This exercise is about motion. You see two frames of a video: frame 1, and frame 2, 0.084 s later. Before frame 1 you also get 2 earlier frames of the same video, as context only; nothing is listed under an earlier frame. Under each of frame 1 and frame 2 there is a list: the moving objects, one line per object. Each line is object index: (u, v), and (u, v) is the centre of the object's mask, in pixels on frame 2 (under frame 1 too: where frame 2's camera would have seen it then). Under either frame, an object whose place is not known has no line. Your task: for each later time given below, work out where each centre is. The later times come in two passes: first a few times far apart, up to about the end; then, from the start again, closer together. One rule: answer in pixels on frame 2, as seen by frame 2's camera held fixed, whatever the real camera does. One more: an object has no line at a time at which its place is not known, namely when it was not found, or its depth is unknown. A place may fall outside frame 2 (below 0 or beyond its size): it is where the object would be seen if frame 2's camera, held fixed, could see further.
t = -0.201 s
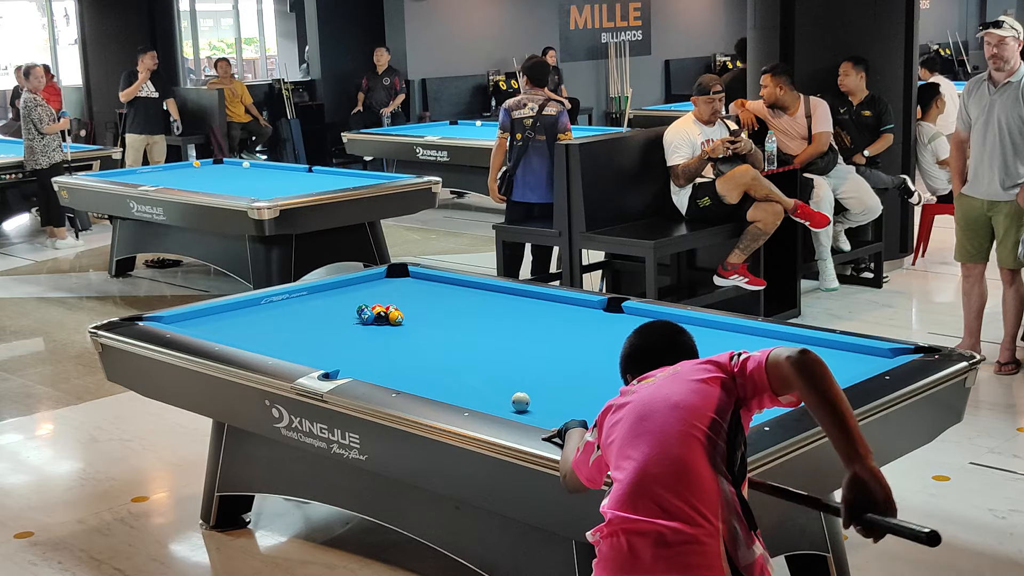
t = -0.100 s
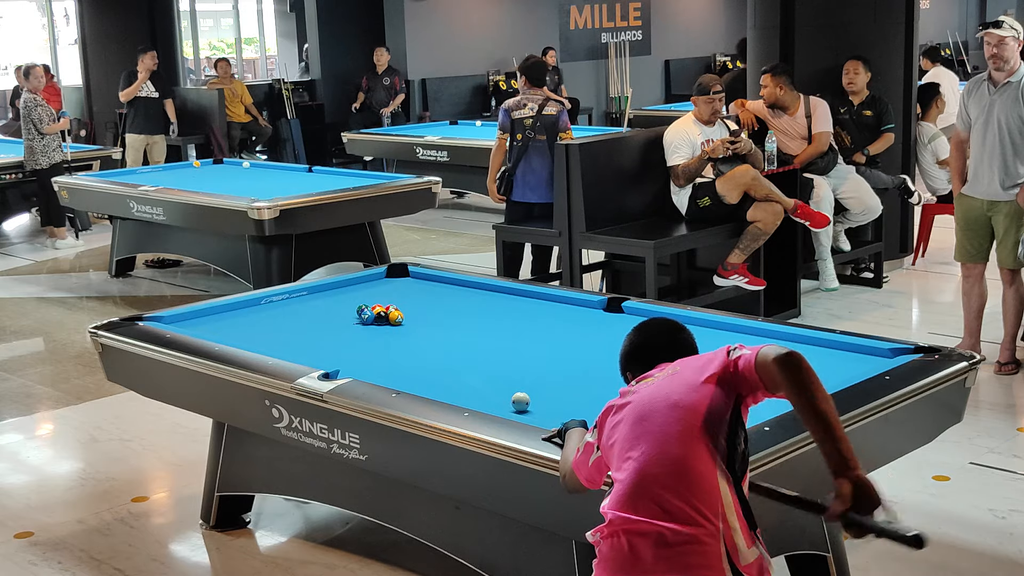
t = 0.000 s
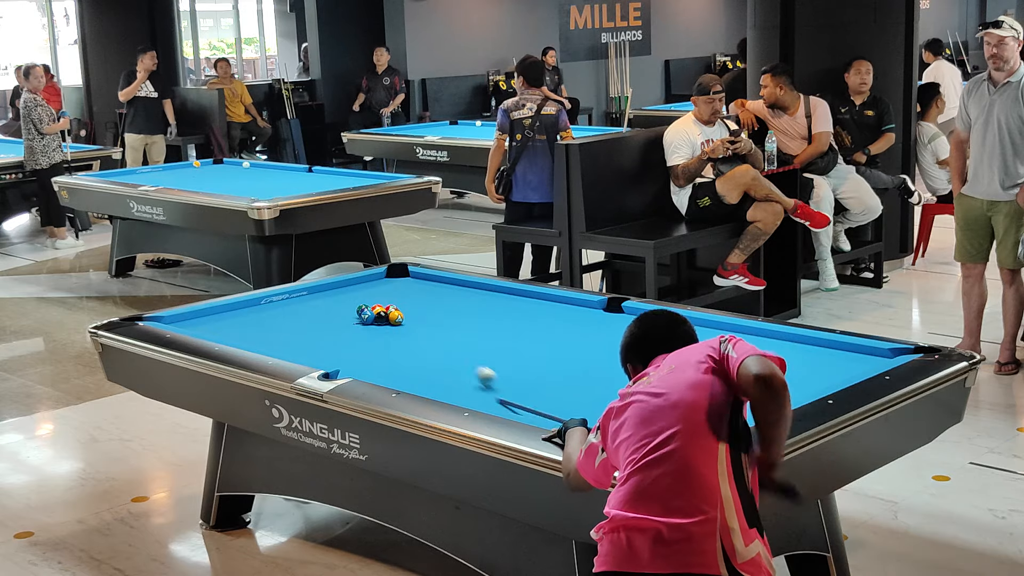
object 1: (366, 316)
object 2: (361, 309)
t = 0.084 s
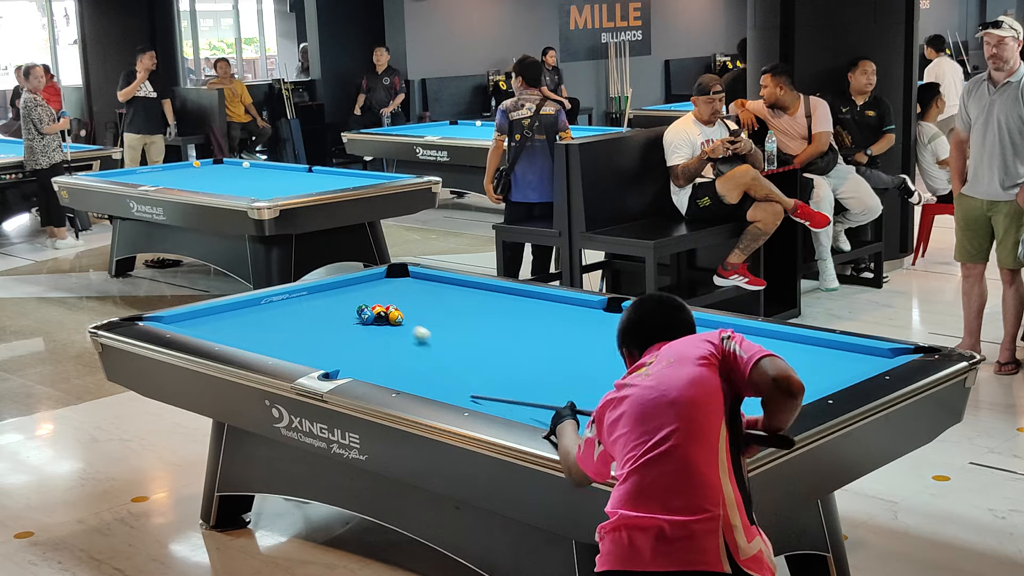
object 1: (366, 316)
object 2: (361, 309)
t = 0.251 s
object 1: (328, 318)
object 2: (294, 308)
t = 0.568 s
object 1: (249, 320)
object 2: (238, 314)
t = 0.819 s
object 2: (167, 321)
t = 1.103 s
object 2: (191, 317)
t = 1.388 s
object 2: (227, 314)
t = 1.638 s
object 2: (257, 312)
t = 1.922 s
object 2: (288, 309)
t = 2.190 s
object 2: (316, 308)
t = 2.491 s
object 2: (345, 306)
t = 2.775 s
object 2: (369, 303)
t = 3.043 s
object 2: (390, 302)
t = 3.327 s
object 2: (410, 301)
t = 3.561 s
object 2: (426, 299)
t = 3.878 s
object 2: (444, 298)
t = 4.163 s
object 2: (459, 297)
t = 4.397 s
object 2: (469, 296)
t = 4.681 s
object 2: (480, 295)
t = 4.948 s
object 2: (489, 294)
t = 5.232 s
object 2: (497, 293)
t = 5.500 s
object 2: (502, 293)
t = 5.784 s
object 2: (506, 292)
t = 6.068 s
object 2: (509, 292)
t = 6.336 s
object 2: (511, 292)
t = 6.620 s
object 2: (511, 292)
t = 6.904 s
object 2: (511, 292)
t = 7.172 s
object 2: (511, 292)
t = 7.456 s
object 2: (511, 292)
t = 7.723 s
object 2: (511, 292)
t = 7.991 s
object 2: (511, 292)
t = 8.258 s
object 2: (511, 292)
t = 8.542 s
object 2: (511, 292)
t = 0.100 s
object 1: (366, 316)
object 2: (361, 309)
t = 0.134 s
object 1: (362, 317)
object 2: (354, 310)
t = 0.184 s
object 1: (347, 318)
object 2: (328, 310)
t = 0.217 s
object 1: (337, 318)
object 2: (310, 309)
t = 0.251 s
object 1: (328, 318)
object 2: (294, 308)
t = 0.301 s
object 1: (316, 319)
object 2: (271, 307)
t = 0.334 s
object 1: (307, 319)
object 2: (256, 307)
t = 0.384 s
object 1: (295, 319)
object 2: (237, 306)
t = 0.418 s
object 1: (287, 319)
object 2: (241, 307)
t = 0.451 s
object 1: (278, 319)
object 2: (243, 309)
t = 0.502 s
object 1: (266, 320)
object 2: (247, 311)
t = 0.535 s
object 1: (258, 320)
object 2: (247, 312)
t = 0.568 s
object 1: (249, 320)
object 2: (238, 314)
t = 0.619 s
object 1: (237, 320)
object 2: (225, 315)
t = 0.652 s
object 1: (229, 321)
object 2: (218, 317)
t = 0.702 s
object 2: (206, 318)
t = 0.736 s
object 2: (199, 319)
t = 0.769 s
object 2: (187, 321)
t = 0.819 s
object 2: (167, 321)
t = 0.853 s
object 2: (163, 320)
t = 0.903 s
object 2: (167, 319)
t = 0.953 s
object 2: (171, 318)
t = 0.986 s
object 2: (178, 315)
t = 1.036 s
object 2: (184, 317)
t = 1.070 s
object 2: (188, 317)
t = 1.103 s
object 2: (191, 317)
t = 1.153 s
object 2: (198, 316)
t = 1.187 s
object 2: (202, 316)
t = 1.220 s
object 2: (207, 315)
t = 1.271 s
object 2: (213, 315)
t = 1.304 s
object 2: (217, 314)
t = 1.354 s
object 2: (223, 314)
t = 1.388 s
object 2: (227, 314)
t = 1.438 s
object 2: (233, 314)
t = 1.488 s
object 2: (239, 313)
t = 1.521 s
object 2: (244, 313)
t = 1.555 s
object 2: (247, 313)
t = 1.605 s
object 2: (253, 312)
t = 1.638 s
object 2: (257, 312)
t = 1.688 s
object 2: (262, 312)
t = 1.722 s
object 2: (266, 312)
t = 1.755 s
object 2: (270, 311)
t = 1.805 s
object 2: (275, 311)
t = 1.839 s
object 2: (279, 311)
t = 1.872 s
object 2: (282, 310)
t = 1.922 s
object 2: (288, 309)
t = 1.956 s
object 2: (292, 308)
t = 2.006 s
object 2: (297, 309)
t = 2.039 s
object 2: (302, 309)
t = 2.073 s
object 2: (305, 308)
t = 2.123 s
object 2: (310, 309)
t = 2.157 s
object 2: (313, 308)
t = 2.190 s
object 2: (316, 308)
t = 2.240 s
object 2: (321, 308)
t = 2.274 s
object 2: (325, 307)
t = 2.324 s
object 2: (329, 307)
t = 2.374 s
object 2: (334, 307)
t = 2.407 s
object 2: (337, 306)
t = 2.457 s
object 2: (342, 306)
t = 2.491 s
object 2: (345, 306)
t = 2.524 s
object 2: (348, 305)
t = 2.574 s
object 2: (352, 305)
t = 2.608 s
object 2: (355, 305)
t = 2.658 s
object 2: (360, 305)
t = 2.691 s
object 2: (362, 304)
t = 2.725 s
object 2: (365, 304)
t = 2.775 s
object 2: (369, 303)
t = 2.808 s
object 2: (372, 302)
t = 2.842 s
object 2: (375, 302)
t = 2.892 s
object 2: (379, 302)
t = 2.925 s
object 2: (382, 303)
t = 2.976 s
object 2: (385, 303)
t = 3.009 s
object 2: (388, 303)
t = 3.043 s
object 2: (390, 302)
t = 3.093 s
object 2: (394, 302)
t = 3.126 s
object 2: (397, 302)
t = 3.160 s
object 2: (399, 302)
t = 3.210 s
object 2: (402, 301)
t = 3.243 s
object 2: (405, 301)
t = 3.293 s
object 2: (408, 301)
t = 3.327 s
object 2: (410, 301)
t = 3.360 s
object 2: (413, 301)
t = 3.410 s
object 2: (416, 300)
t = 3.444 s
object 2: (418, 300)
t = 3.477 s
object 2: (420, 300)
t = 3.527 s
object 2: (424, 300)
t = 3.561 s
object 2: (426, 299)
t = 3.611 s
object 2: (429, 299)
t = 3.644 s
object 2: (431, 299)
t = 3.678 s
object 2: (433, 299)
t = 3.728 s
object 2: (436, 299)
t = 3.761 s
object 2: (437, 299)
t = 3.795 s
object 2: (439, 298)
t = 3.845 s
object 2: (442, 298)
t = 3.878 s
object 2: (444, 298)
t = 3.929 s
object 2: (447, 298)
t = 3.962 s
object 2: (449, 298)
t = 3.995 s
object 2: (450, 297)
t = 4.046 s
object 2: (453, 297)
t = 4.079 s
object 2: (454, 297)
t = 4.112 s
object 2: (456, 297)
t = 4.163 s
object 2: (459, 297)
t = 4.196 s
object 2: (460, 297)
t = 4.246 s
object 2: (462, 297)
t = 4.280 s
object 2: (464, 296)
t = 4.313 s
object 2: (465, 296)
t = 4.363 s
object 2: (468, 296)
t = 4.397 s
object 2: (469, 296)
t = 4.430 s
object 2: (470, 296)
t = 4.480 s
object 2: (472, 296)
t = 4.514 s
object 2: (474, 296)
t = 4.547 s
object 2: (475, 295)
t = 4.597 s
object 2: (477, 295)
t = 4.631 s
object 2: (478, 295)
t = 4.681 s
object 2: (480, 295)
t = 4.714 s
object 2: (481, 295)
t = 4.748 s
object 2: (482, 295)
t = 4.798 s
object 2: (484, 295)
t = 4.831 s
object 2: (485, 294)
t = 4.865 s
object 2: (486, 294)
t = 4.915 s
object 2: (488, 294)
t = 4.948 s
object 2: (489, 294)
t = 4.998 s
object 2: (490, 294)
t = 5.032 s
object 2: (491, 294)
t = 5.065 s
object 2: (492, 294)
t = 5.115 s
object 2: (494, 294)
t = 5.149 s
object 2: (495, 293)
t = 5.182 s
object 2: (495, 293)
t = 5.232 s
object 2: (497, 293)
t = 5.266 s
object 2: (497, 293)
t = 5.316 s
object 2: (499, 293)
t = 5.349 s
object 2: (499, 293)
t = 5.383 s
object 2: (500, 293)
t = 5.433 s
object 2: (501, 293)
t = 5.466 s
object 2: (502, 293)
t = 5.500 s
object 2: (502, 293)
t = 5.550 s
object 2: (503, 293)
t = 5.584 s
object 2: (504, 293)
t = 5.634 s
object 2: (505, 293)
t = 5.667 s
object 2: (505, 293)
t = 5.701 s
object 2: (506, 292)
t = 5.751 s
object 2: (506, 293)
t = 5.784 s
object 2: (506, 292)
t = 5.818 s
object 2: (507, 292)
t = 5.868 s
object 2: (507, 292)
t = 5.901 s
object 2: (508, 292)
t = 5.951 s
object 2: (508, 292)
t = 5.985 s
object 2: (509, 292)
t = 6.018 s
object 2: (509, 292)
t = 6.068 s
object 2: (509, 292)
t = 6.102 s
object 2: (510, 292)
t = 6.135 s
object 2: (510, 292)
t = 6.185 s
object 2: (510, 292)
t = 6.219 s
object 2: (511, 292)
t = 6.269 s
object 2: (511, 292)
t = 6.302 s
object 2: (511, 292)
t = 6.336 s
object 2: (511, 292)
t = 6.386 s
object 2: (511, 292)
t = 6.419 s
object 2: (511, 292)
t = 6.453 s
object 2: (511, 292)
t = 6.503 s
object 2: (511, 292)
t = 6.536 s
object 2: (511, 292)
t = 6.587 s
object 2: (511, 292)
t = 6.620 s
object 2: (511, 292)
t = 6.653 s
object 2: (511, 292)
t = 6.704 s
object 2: (511, 292)
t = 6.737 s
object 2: (511, 292)
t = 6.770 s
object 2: (511, 292)
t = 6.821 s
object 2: (511, 292)
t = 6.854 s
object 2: (511, 292)
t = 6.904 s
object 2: (511, 292)
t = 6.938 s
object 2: (511, 292)
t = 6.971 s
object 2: (511, 292)
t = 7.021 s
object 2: (511, 292)
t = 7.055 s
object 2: (511, 292)
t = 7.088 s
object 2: (511, 292)
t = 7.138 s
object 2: (511, 292)
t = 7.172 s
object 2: (511, 292)
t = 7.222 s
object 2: (511, 292)
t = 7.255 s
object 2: (511, 292)
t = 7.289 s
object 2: (511, 292)
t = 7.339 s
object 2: (511, 292)
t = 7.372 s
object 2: (511, 292)
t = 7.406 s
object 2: (511, 292)
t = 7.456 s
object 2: (511, 292)
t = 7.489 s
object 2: (511, 292)
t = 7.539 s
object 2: (511, 292)
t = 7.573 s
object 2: (511, 292)
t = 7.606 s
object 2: (511, 292)
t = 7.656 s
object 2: (511, 292)
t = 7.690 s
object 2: (511, 292)
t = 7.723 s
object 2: (511, 292)
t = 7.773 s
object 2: (511, 292)
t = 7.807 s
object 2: (511, 292)
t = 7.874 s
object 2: (511, 292)
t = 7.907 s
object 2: (511, 292)
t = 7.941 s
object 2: (511, 292)
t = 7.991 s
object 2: (511, 292)
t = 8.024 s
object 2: (511, 292)
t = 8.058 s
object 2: (511, 292)
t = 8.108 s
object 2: (511, 292)
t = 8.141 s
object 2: (511, 292)
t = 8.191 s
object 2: (511, 292)
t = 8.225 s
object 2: (511, 292)
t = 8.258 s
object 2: (511, 292)
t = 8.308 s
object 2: (511, 292)
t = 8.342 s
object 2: (511, 292)
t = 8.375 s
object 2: (511, 292)
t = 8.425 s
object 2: (511, 292)
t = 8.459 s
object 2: (511, 292)
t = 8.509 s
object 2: (511, 292)
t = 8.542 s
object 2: (511, 292)
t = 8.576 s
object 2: (511, 292)
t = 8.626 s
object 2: (511, 292)
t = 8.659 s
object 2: (511, 292)
